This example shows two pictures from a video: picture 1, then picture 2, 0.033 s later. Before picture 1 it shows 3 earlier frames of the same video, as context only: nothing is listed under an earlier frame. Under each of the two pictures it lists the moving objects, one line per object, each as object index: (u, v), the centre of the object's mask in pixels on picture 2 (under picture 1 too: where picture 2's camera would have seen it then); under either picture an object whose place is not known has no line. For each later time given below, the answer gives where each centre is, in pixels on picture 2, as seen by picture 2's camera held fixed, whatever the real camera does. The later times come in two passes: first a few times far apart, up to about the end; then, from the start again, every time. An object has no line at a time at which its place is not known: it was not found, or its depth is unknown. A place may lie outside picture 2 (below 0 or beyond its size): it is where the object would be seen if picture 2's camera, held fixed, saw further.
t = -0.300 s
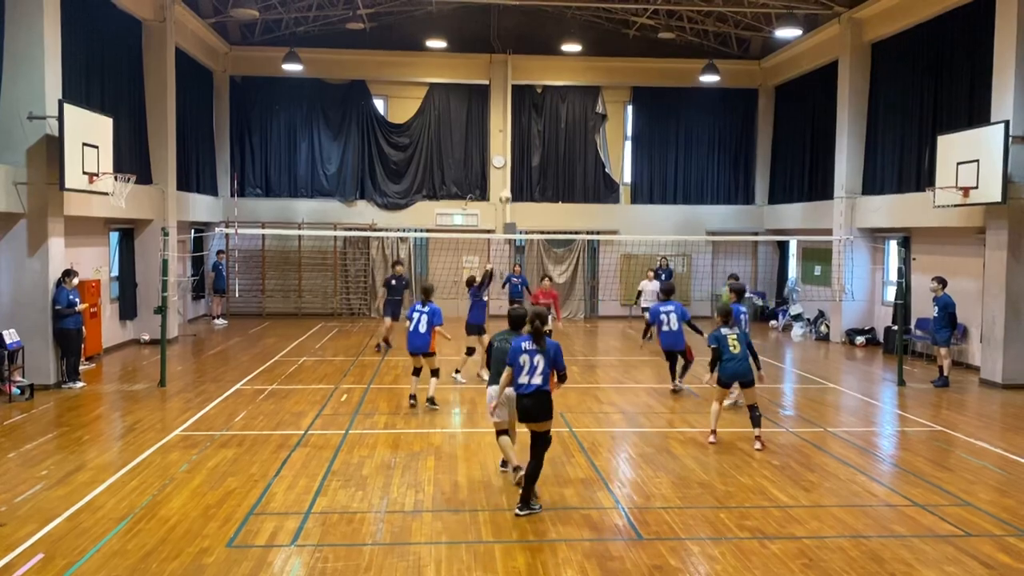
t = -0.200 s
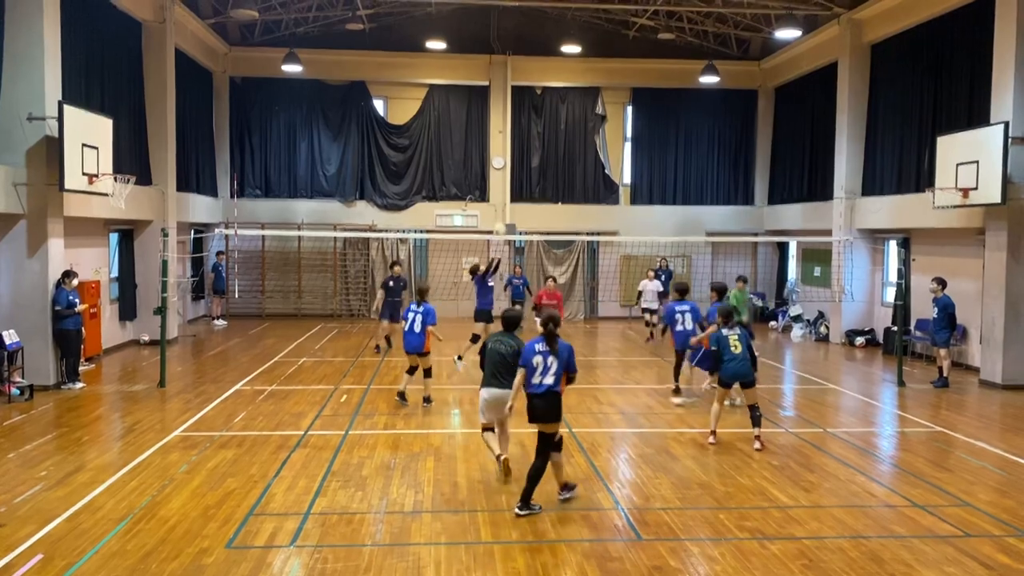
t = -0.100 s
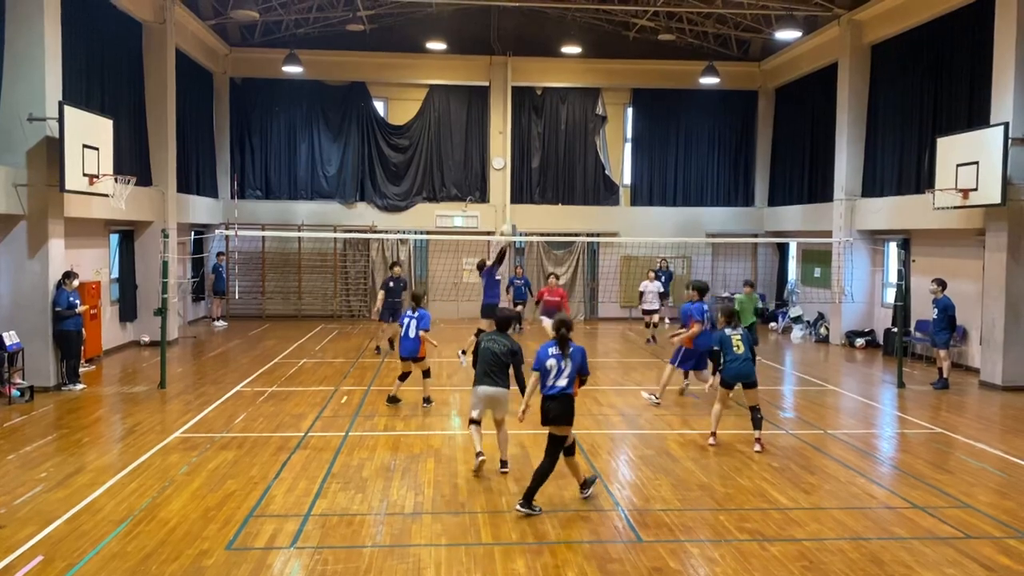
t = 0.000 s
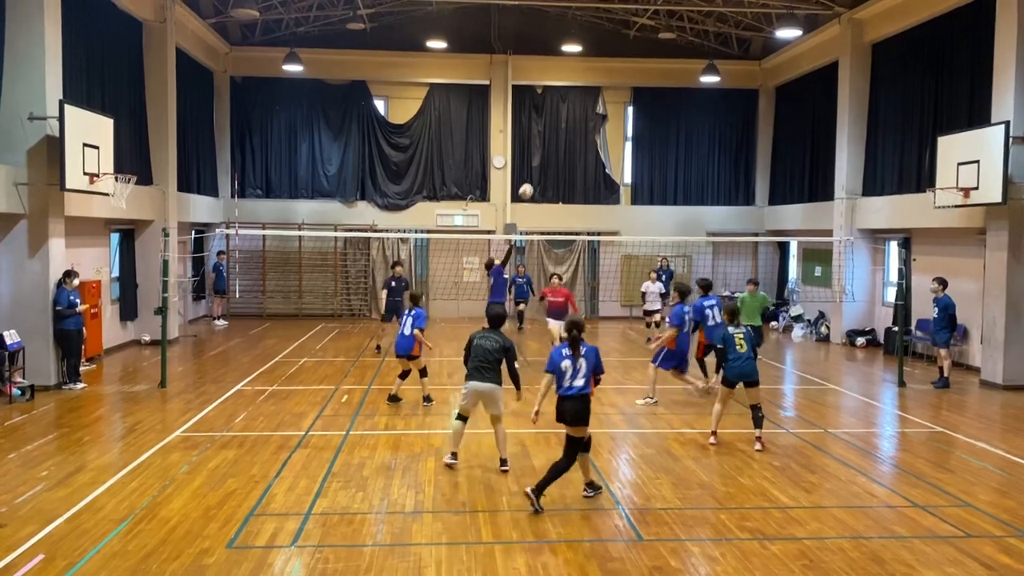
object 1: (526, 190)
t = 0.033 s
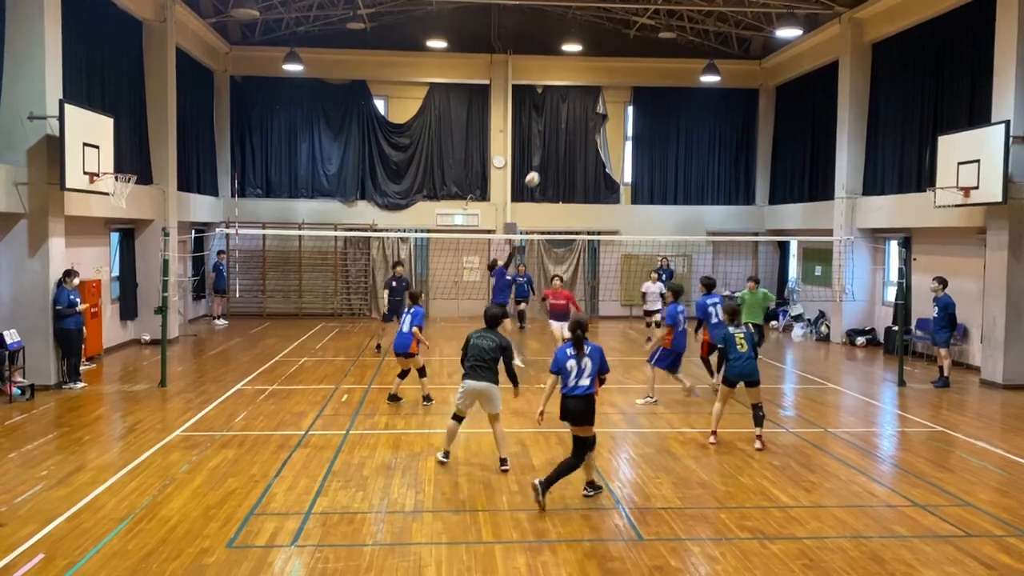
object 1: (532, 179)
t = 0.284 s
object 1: (578, 118)
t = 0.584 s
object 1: (626, 98)
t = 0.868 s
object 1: (667, 132)
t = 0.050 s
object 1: (536, 174)
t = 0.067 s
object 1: (539, 169)
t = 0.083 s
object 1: (542, 164)
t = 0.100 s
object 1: (545, 159)
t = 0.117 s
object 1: (548, 153)
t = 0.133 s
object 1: (551, 150)
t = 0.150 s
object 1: (554, 145)
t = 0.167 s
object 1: (557, 141)
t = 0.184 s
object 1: (560, 137)
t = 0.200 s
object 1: (563, 134)
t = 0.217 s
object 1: (566, 129)
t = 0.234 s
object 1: (569, 127)
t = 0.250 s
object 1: (572, 124)
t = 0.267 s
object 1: (575, 121)
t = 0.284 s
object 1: (578, 118)
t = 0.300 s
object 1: (581, 115)
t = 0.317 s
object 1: (583, 113)
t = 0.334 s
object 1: (586, 111)
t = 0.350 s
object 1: (589, 109)
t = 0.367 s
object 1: (592, 106)
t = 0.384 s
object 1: (595, 105)
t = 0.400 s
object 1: (597, 103)
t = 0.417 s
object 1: (599, 103)
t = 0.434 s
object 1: (602, 102)
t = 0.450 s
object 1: (606, 98)
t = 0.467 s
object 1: (608, 97)
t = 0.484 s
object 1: (610, 97)
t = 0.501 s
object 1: (613, 97)
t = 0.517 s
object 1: (616, 96)
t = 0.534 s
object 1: (618, 97)
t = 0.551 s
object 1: (621, 97)
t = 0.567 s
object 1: (624, 98)
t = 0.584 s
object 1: (626, 98)
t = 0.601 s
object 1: (629, 99)
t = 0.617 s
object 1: (631, 100)
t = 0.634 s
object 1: (634, 101)
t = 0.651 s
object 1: (637, 102)
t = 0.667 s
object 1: (639, 103)
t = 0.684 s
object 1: (641, 105)
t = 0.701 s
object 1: (644, 106)
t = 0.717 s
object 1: (646, 109)
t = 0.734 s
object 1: (649, 111)
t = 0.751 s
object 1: (651, 113)
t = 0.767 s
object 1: (653, 115)
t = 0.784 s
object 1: (656, 117)
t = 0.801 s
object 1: (658, 120)
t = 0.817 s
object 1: (661, 123)
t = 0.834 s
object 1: (663, 126)
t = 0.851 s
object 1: (665, 128)
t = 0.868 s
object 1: (667, 132)
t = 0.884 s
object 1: (670, 135)
